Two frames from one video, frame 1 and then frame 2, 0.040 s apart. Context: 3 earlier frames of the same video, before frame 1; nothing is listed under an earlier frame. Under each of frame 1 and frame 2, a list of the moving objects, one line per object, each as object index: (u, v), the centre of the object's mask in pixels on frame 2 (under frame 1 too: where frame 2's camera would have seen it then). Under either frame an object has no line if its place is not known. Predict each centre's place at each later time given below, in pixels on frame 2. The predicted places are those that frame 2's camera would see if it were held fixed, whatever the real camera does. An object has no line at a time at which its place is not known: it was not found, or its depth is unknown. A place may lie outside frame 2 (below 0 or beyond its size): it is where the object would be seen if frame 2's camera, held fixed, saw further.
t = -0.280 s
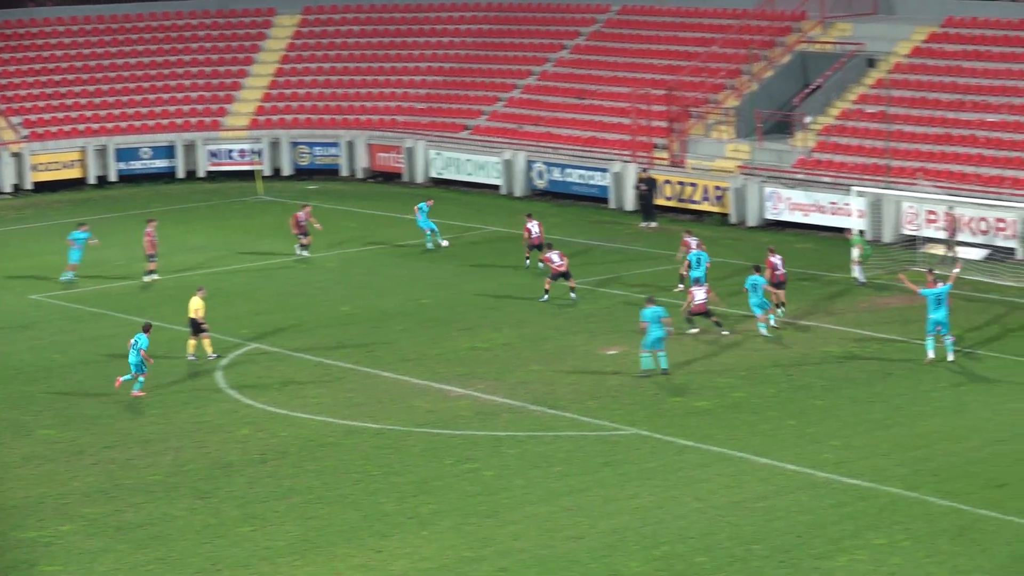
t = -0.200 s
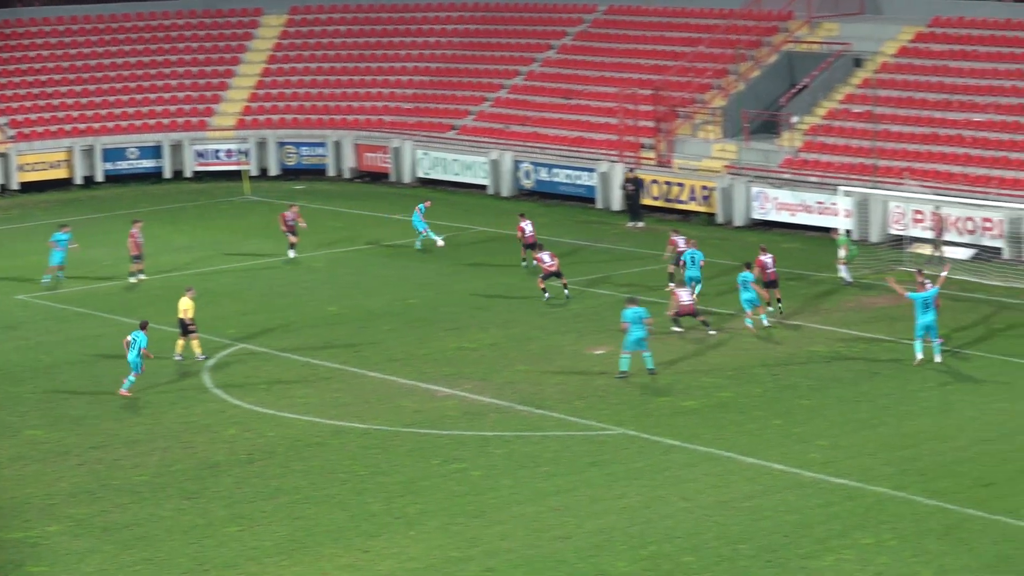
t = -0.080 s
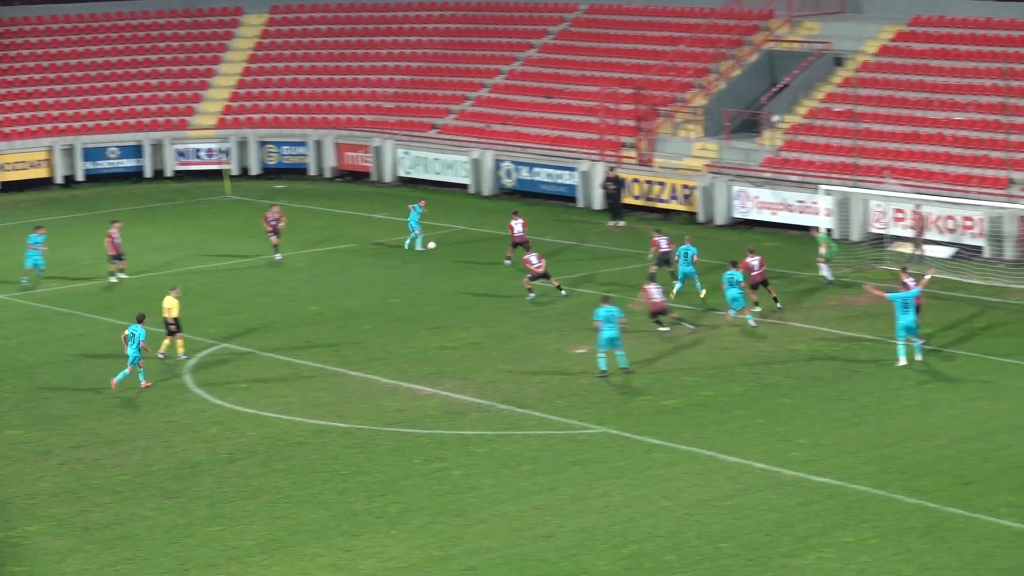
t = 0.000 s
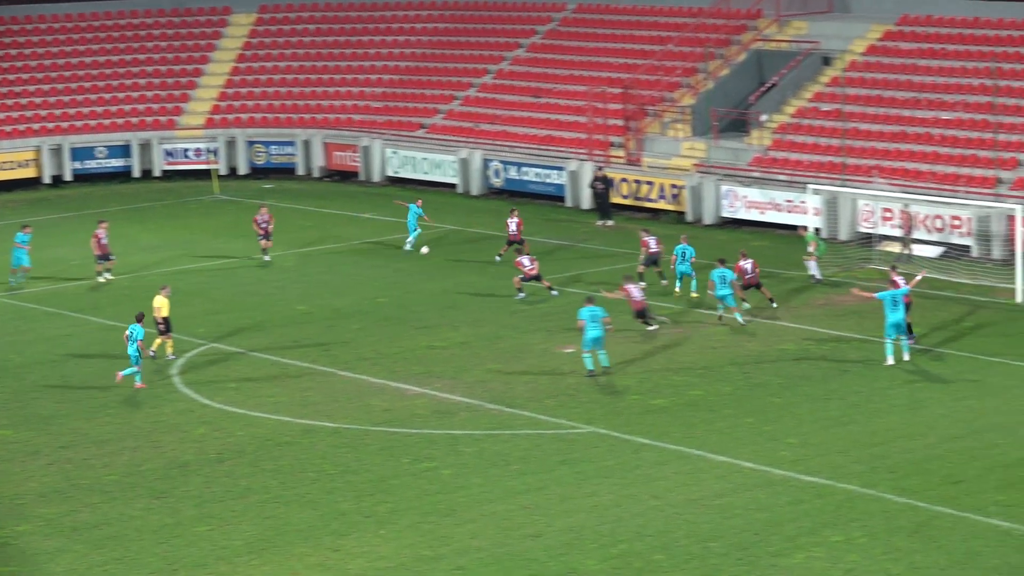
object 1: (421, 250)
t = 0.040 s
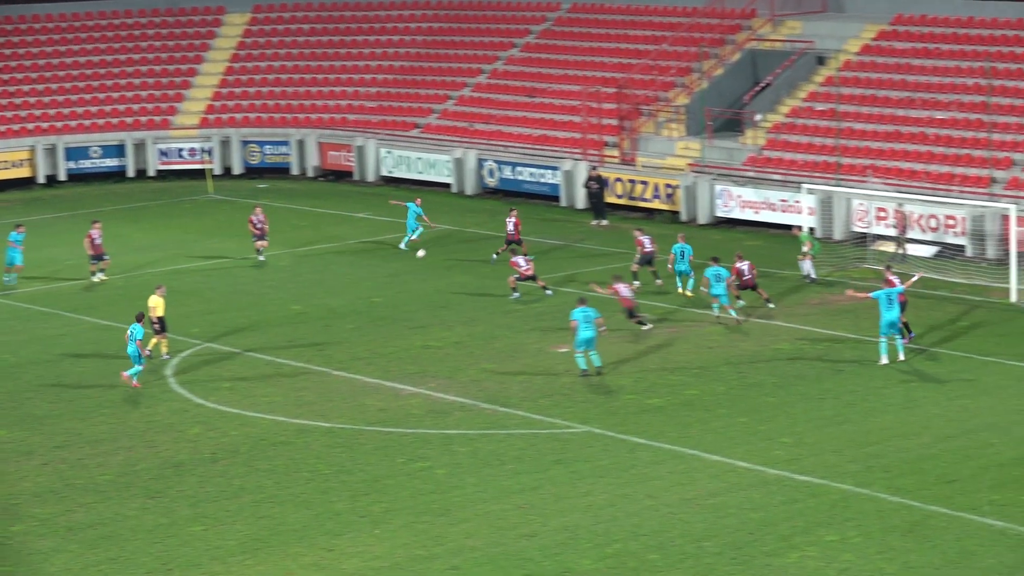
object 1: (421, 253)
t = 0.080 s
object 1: (421, 258)
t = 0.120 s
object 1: (421, 262)
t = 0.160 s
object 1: (421, 268)
